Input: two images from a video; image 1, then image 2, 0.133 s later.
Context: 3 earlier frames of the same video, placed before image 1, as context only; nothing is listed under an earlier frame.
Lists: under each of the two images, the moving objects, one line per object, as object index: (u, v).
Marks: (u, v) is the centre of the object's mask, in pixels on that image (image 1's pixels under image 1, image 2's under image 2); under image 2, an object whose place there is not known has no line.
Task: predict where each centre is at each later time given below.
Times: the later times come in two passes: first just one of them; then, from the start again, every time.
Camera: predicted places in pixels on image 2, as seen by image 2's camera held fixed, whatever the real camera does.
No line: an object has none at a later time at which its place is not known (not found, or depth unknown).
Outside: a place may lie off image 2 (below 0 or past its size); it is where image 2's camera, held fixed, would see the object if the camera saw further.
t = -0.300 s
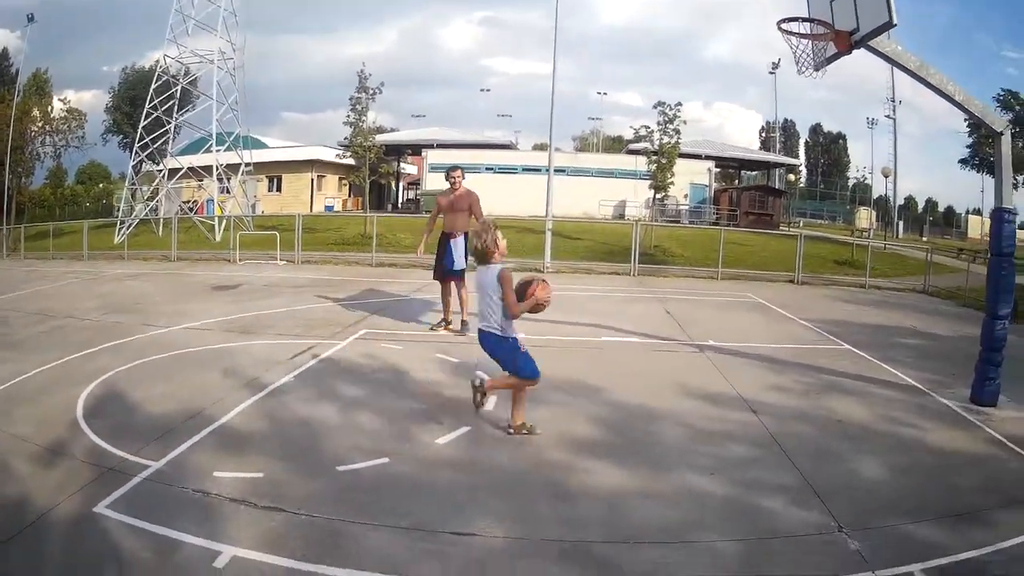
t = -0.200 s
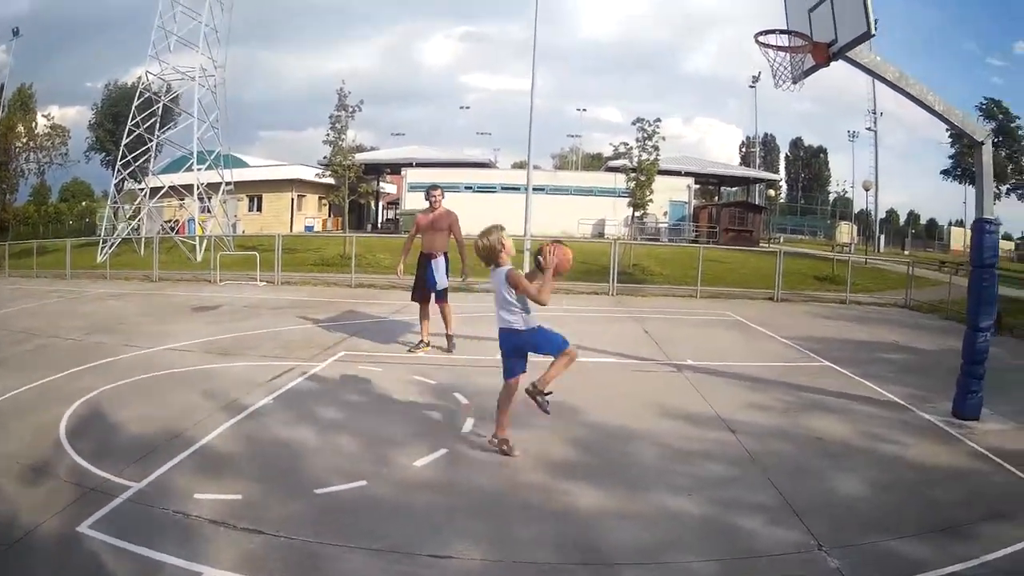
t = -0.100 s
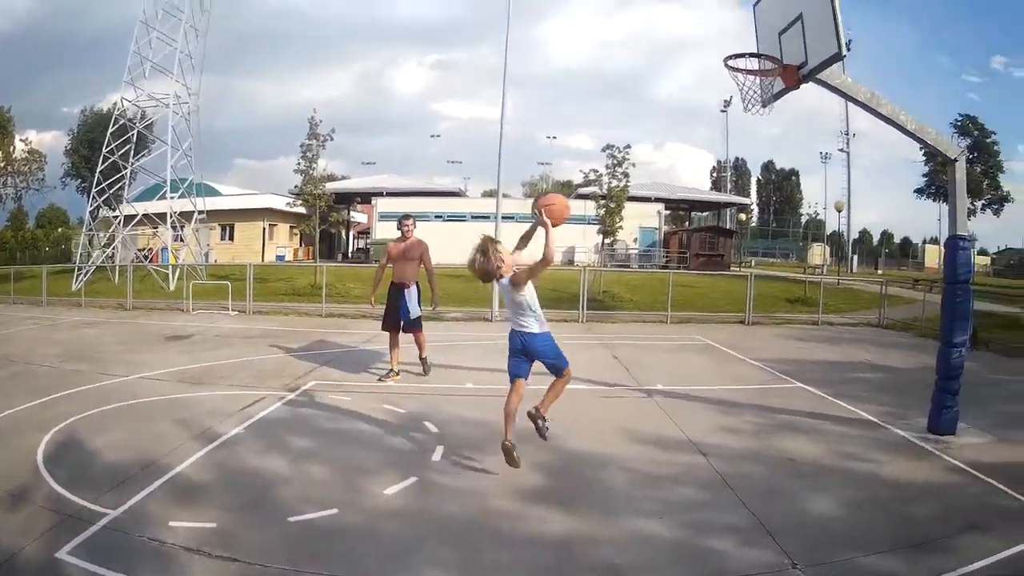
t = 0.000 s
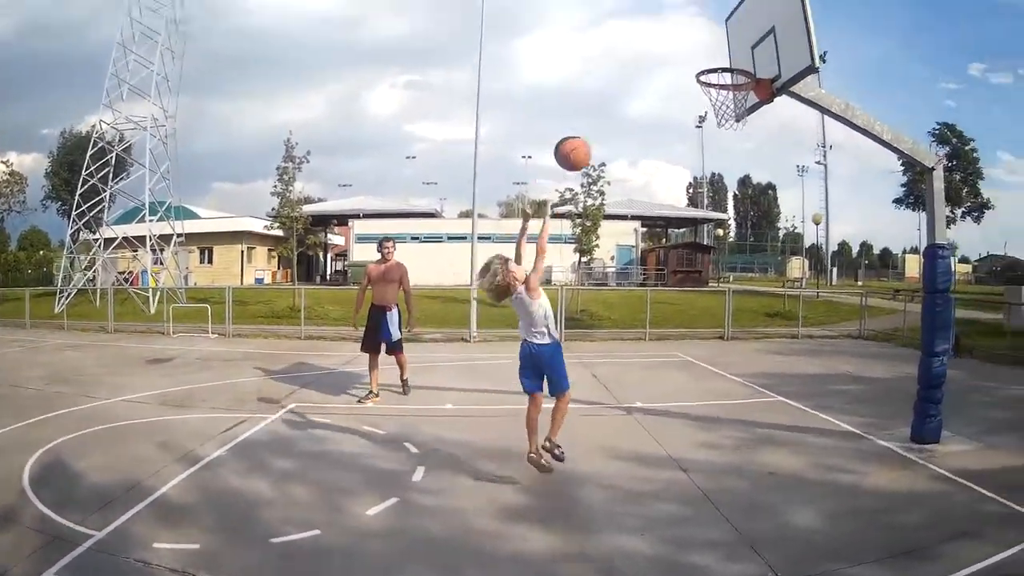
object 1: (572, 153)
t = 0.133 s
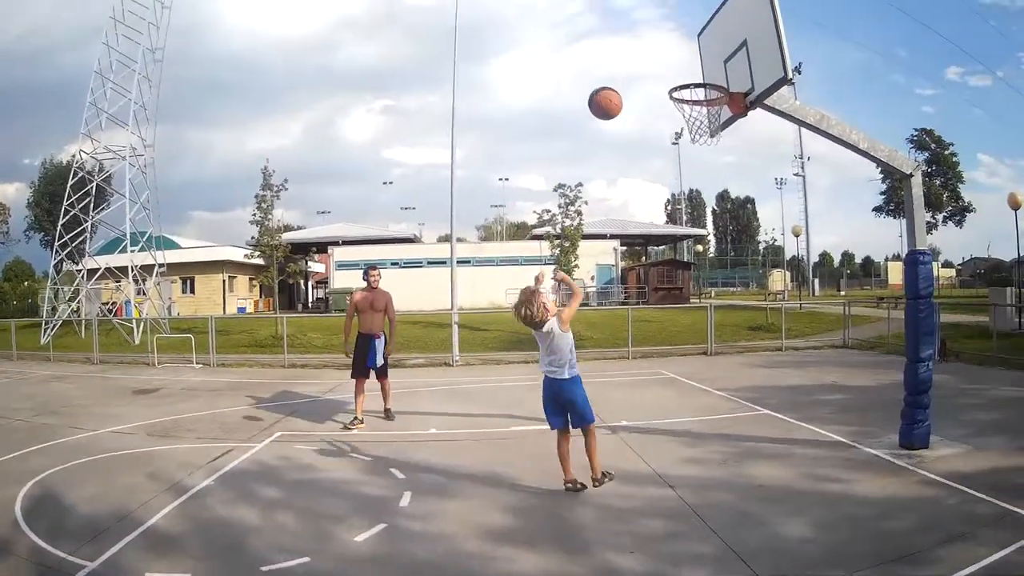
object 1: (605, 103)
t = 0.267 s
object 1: (655, 68)
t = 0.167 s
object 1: (617, 93)
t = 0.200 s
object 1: (629, 84)
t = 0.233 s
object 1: (642, 76)
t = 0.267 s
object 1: (655, 68)
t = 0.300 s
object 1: (668, 61)
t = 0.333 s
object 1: (680, 55)
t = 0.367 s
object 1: (692, 52)
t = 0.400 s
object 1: (704, 49)
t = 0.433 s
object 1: (716, 48)
